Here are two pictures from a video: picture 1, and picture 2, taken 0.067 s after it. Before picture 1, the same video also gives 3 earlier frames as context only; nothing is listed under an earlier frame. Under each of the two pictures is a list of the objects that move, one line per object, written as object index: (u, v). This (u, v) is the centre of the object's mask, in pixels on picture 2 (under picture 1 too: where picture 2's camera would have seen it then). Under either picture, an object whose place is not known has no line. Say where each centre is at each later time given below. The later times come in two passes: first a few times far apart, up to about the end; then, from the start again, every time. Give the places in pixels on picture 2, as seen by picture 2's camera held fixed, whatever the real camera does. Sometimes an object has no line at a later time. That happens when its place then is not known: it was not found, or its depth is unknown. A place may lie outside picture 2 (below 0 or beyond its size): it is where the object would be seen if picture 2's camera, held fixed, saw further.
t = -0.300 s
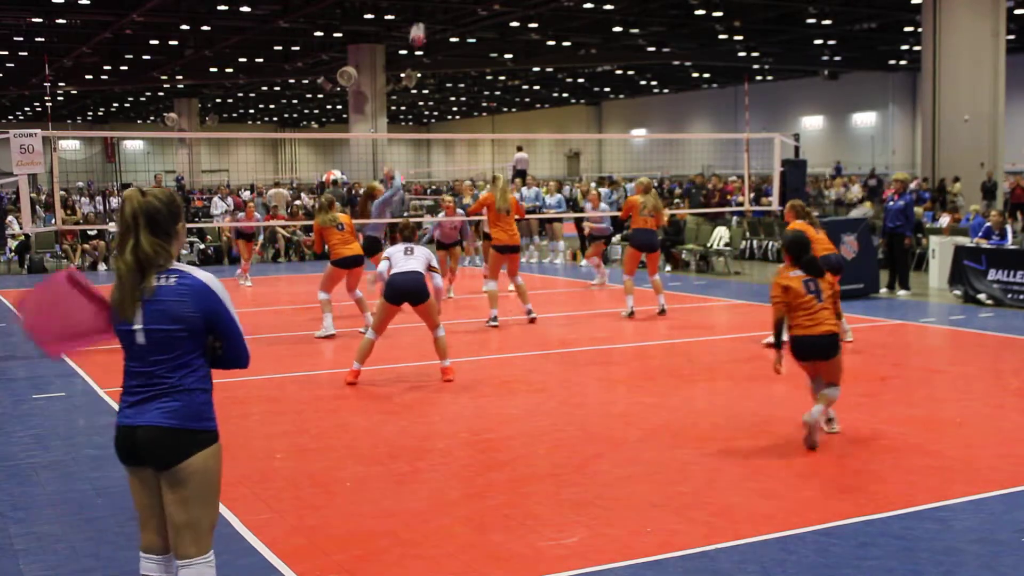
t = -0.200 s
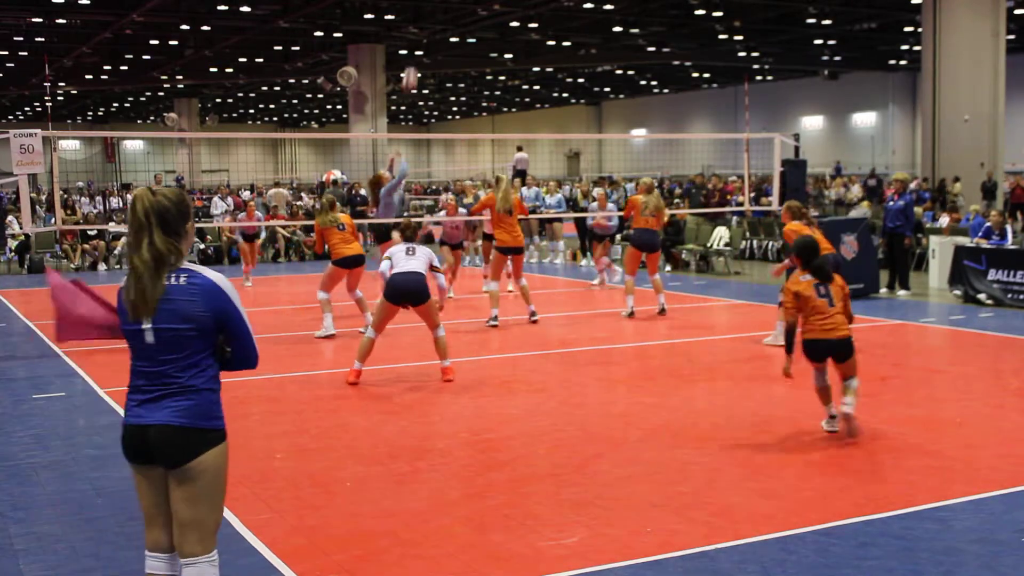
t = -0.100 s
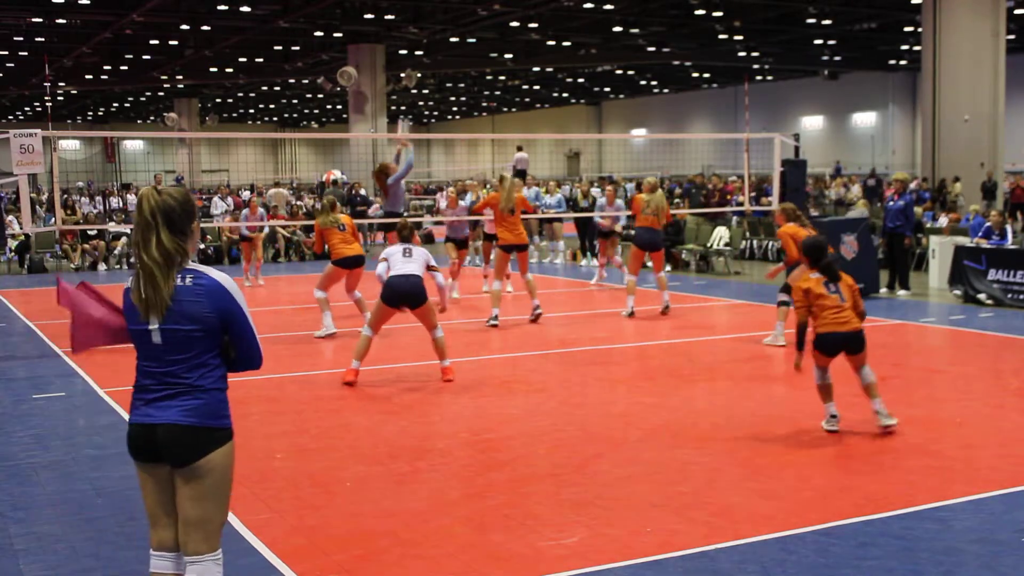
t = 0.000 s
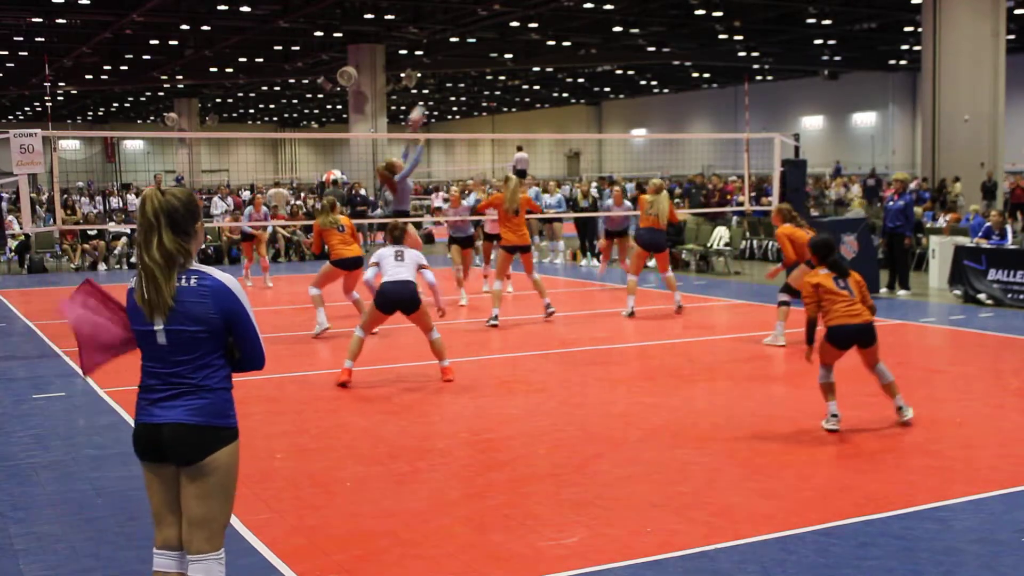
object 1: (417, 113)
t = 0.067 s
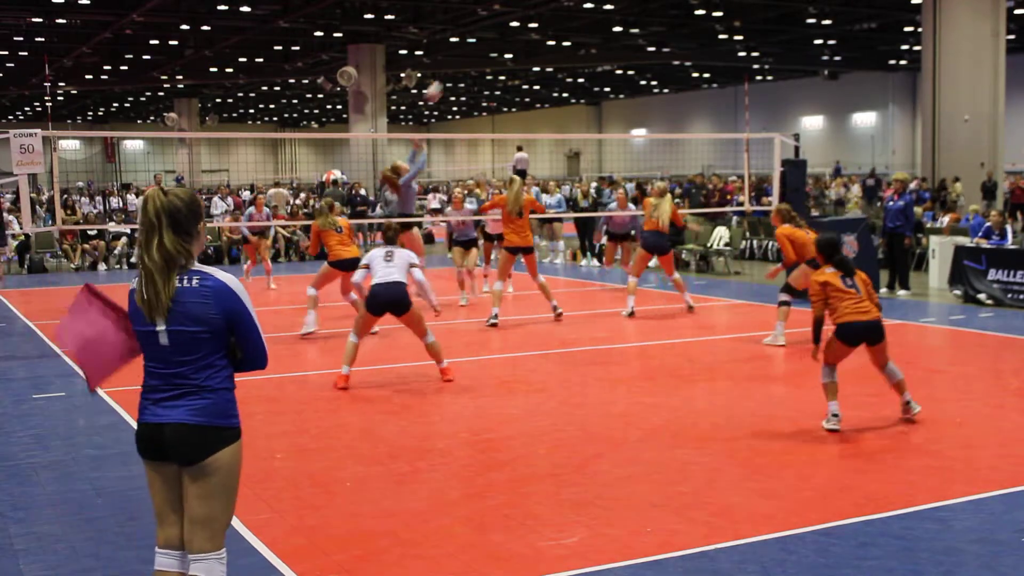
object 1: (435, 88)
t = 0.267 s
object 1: (481, 36)
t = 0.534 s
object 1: (548, 16)
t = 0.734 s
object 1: (592, 38)
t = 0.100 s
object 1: (443, 77)
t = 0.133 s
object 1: (452, 66)
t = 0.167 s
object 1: (460, 57)
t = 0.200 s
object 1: (469, 49)
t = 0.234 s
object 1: (476, 40)
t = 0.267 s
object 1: (481, 36)
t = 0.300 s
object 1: (492, 30)
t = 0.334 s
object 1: (500, 26)
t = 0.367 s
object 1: (510, 23)
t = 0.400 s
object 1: (517, 19)
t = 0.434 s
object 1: (525, 17)
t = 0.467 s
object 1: (533, 16)
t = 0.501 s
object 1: (540, 16)
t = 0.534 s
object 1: (548, 16)
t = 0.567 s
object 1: (555, 18)
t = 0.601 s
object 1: (562, 23)
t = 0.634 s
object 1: (570, 25)
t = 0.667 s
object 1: (578, 29)
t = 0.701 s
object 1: (585, 33)
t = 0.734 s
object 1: (592, 38)
